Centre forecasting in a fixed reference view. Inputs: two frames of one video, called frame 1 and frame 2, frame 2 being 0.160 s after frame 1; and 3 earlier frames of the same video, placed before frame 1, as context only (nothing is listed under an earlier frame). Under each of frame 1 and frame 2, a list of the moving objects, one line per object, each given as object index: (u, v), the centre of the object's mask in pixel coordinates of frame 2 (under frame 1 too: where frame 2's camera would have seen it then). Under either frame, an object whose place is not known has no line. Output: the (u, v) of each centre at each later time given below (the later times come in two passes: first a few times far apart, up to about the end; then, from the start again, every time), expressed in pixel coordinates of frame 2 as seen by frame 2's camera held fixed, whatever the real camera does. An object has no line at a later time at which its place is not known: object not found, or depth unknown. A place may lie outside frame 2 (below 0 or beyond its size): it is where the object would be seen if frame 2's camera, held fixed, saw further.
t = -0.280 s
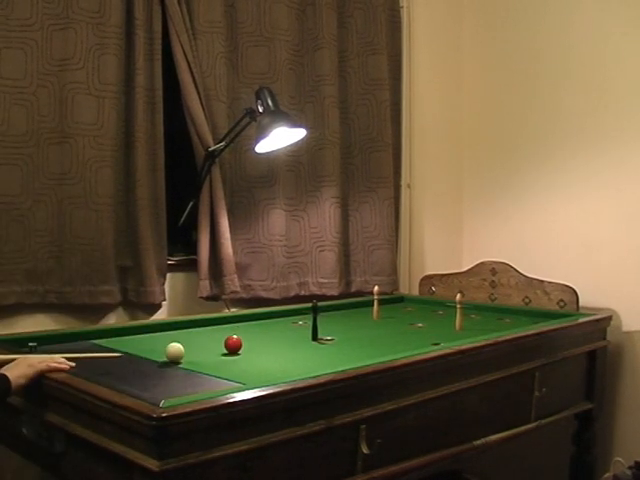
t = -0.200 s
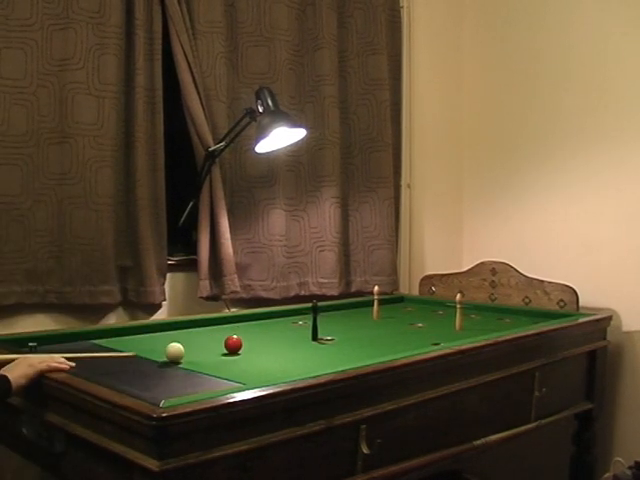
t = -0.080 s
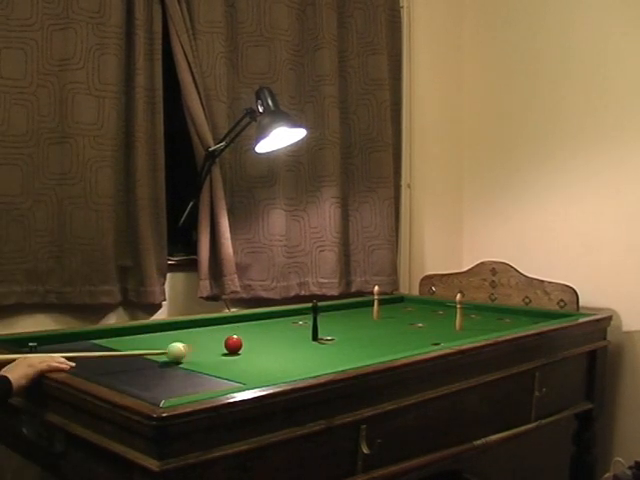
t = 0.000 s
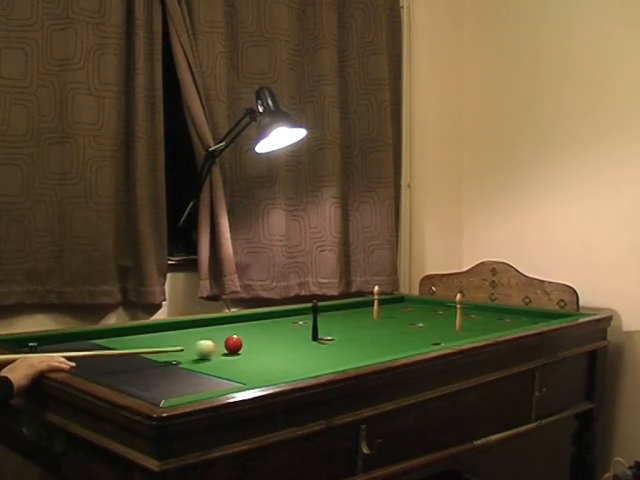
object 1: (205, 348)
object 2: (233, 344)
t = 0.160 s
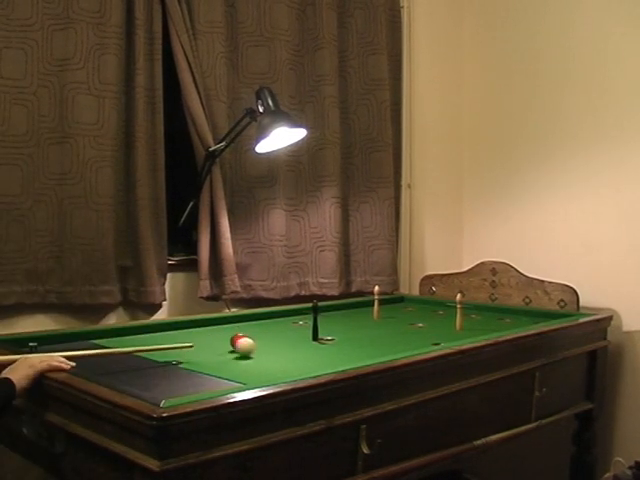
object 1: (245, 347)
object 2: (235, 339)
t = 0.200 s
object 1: (253, 346)
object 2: (240, 340)
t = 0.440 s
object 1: (303, 346)
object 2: (254, 335)
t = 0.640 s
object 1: (342, 346)
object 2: (263, 332)
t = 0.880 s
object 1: (385, 345)
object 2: (272, 327)
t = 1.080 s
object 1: (419, 343)
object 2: (279, 324)
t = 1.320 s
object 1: (436, 340)
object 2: (287, 321)
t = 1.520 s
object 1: (437, 338)
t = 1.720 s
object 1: (437, 336)
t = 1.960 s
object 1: (441, 341)
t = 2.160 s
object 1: (441, 341)
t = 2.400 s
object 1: (440, 341)
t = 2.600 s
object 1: (440, 341)
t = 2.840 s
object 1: (440, 341)
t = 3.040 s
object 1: (440, 341)
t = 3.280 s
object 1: (440, 342)
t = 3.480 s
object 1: (440, 342)
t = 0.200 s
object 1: (253, 346)
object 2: (240, 340)
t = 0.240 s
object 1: (262, 347)
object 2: (243, 340)
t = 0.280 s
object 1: (270, 346)
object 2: (245, 339)
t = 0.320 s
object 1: (279, 346)
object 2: (247, 338)
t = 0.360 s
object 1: (286, 346)
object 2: (250, 337)
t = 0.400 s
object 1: (295, 346)
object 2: (252, 336)
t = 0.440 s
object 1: (303, 346)
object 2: (254, 335)
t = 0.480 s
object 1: (311, 346)
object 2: (255, 335)
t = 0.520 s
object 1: (319, 346)
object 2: (257, 334)
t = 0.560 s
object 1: (327, 346)
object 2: (259, 333)
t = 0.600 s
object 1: (334, 346)
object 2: (261, 332)
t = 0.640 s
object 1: (342, 346)
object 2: (263, 332)
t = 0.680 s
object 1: (349, 346)
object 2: (264, 331)
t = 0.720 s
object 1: (356, 346)
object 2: (266, 330)
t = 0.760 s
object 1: (364, 345)
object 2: (267, 329)
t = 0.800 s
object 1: (371, 346)
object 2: (269, 329)
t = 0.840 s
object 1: (378, 345)
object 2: (270, 328)
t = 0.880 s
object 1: (385, 345)
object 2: (272, 327)
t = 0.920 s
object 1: (392, 345)
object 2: (274, 327)
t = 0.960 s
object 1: (399, 344)
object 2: (275, 326)
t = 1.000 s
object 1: (406, 344)
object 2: (277, 326)
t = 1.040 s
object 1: (412, 343)
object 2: (278, 325)
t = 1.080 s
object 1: (419, 343)
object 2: (279, 324)
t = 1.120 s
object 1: (425, 342)
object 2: (280, 324)
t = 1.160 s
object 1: (432, 342)
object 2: (282, 323)
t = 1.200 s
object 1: (435, 342)
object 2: (283, 323)
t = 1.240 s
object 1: (436, 341)
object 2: (284, 322)
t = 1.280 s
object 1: (436, 341)
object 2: (286, 321)
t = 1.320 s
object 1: (436, 340)
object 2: (287, 321)
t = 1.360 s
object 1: (436, 340)
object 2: (288, 321)
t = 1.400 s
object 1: (436, 339)
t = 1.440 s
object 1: (437, 339)
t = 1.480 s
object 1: (437, 338)
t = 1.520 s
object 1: (437, 338)
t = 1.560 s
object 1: (437, 337)
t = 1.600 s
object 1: (437, 337)
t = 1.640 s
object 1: (437, 337)
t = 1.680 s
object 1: (437, 336)
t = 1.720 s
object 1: (437, 336)
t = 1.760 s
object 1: (438, 336)
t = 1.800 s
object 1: (438, 338)
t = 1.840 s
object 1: (441, 341)
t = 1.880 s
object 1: (440, 341)
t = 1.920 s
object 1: (441, 341)
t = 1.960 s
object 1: (441, 341)
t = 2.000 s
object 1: (440, 341)
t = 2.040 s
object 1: (441, 341)
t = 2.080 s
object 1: (440, 340)
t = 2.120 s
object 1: (441, 341)
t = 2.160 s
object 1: (441, 341)
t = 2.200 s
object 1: (440, 341)
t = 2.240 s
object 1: (441, 341)
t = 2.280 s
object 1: (441, 340)
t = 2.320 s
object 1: (440, 341)
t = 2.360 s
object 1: (441, 341)
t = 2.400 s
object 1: (440, 341)
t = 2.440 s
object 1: (441, 341)
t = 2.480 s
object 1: (441, 341)
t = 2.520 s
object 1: (440, 341)
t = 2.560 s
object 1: (441, 341)
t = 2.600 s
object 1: (440, 341)
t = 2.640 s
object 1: (441, 341)
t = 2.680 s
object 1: (441, 341)
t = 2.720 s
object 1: (440, 341)
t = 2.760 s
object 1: (441, 341)
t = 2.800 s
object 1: (441, 341)
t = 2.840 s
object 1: (440, 341)
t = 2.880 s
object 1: (441, 341)
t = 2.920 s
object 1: (440, 341)
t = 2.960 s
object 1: (440, 341)
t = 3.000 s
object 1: (441, 341)
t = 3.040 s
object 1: (440, 341)
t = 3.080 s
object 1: (440, 341)
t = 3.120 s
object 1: (441, 341)
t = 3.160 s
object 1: (440, 342)
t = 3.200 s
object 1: (441, 341)
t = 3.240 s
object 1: (441, 342)
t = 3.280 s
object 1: (440, 342)
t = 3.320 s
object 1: (440, 342)
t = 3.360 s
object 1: (441, 342)
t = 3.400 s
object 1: (441, 342)
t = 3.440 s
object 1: (440, 342)
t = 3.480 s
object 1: (440, 342)
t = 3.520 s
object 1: (440, 342)
